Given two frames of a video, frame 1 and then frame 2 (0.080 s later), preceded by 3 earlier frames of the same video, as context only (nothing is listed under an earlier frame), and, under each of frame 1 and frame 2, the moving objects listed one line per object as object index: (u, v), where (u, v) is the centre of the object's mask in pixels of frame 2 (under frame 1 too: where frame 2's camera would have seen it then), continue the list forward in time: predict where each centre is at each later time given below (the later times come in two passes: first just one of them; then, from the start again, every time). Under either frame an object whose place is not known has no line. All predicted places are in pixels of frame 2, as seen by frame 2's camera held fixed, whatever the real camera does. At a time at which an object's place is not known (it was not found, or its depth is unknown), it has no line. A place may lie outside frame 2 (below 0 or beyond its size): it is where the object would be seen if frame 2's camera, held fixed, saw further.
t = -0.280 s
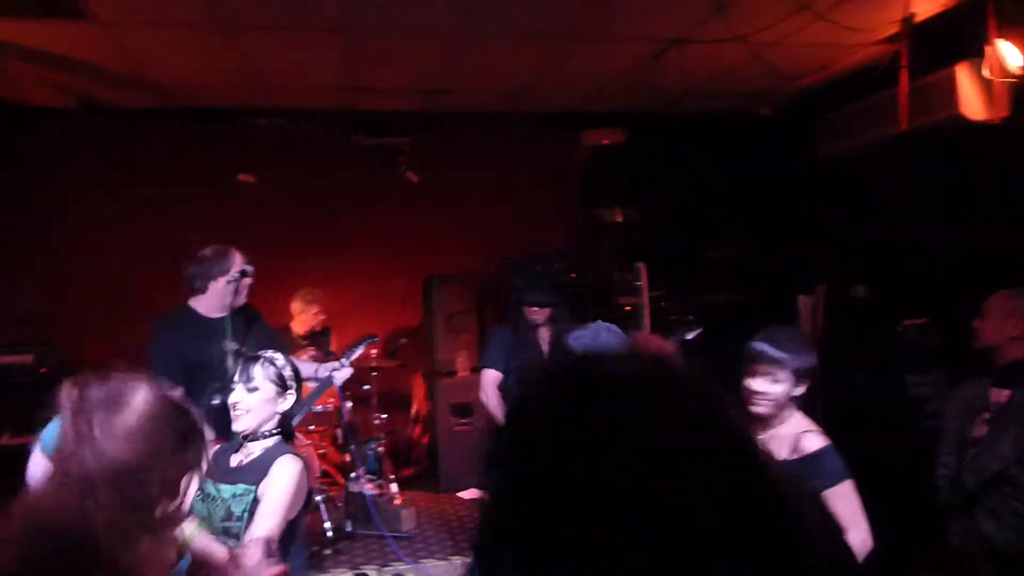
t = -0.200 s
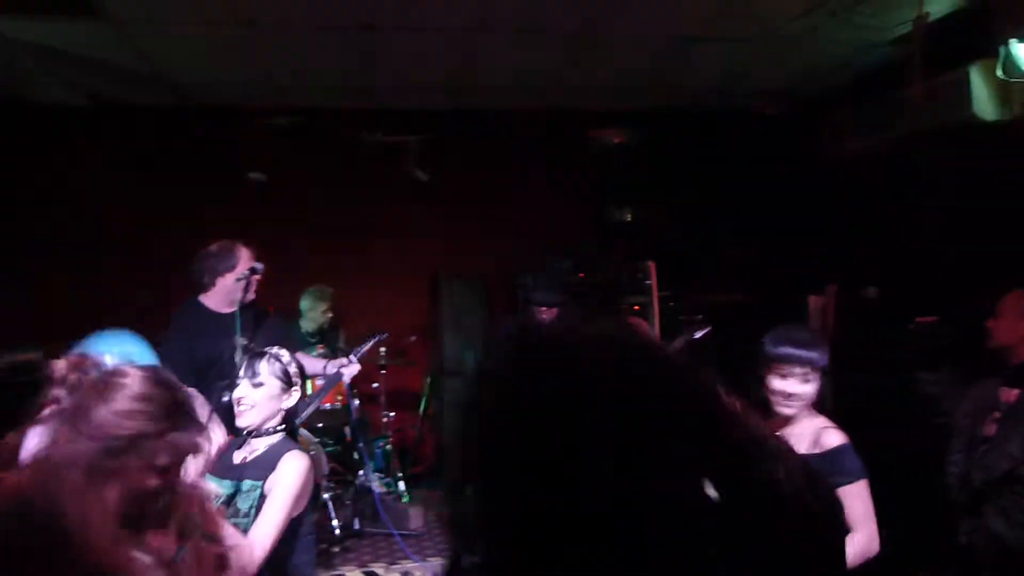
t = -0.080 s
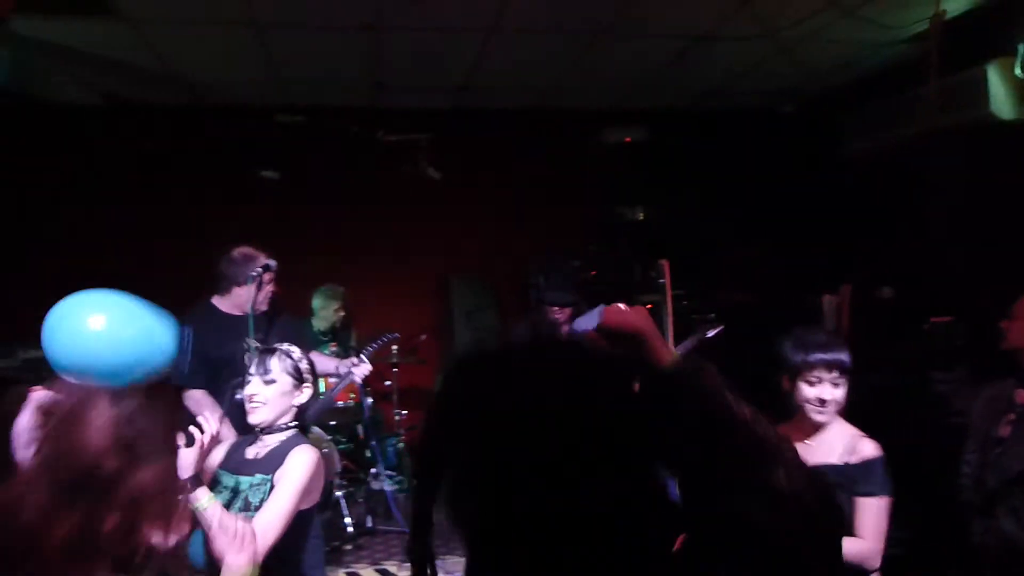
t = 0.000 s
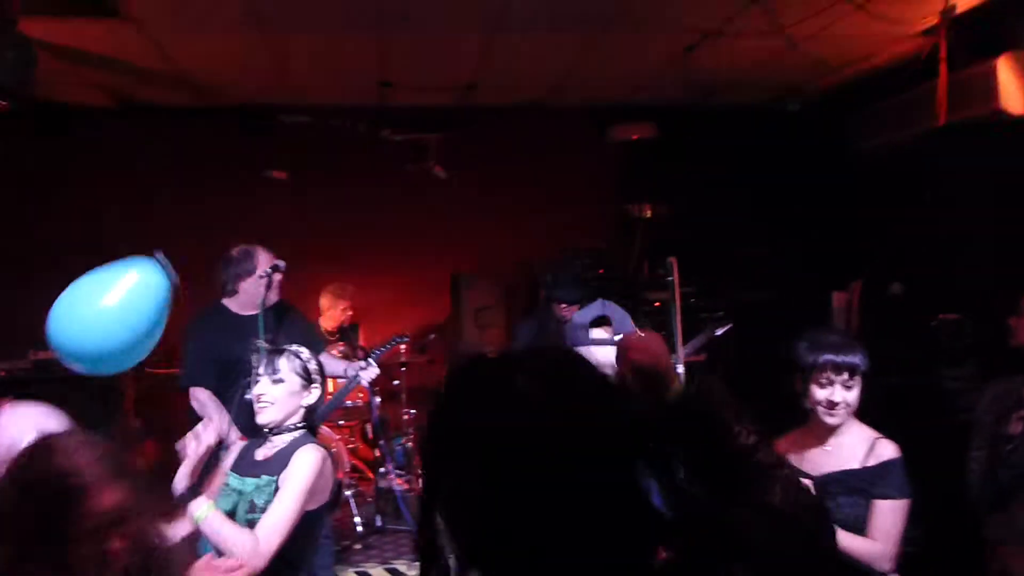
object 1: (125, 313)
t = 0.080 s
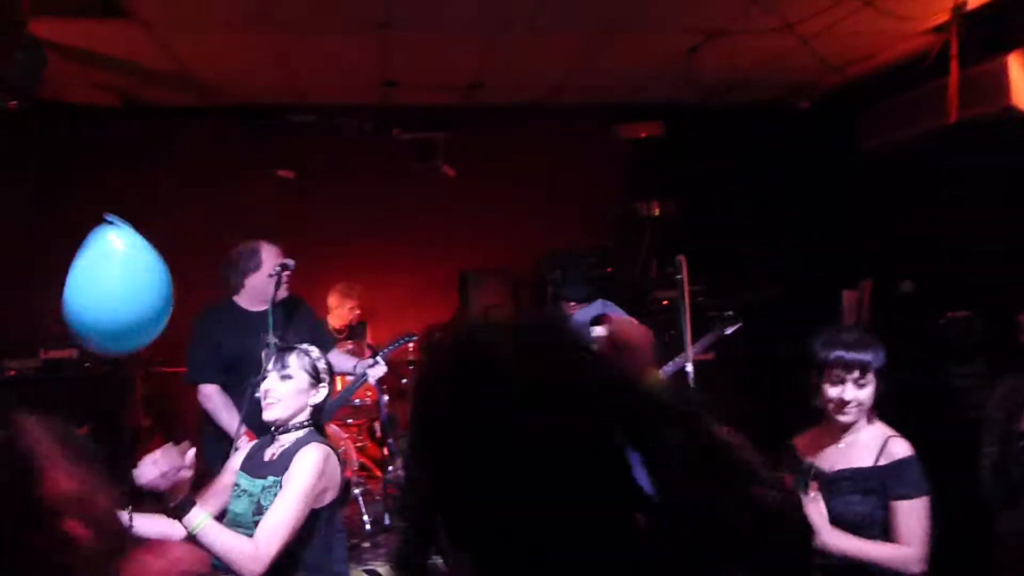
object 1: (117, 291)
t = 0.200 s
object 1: (111, 254)
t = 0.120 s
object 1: (116, 278)
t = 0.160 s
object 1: (113, 266)
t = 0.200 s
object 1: (111, 254)
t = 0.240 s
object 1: (104, 244)
